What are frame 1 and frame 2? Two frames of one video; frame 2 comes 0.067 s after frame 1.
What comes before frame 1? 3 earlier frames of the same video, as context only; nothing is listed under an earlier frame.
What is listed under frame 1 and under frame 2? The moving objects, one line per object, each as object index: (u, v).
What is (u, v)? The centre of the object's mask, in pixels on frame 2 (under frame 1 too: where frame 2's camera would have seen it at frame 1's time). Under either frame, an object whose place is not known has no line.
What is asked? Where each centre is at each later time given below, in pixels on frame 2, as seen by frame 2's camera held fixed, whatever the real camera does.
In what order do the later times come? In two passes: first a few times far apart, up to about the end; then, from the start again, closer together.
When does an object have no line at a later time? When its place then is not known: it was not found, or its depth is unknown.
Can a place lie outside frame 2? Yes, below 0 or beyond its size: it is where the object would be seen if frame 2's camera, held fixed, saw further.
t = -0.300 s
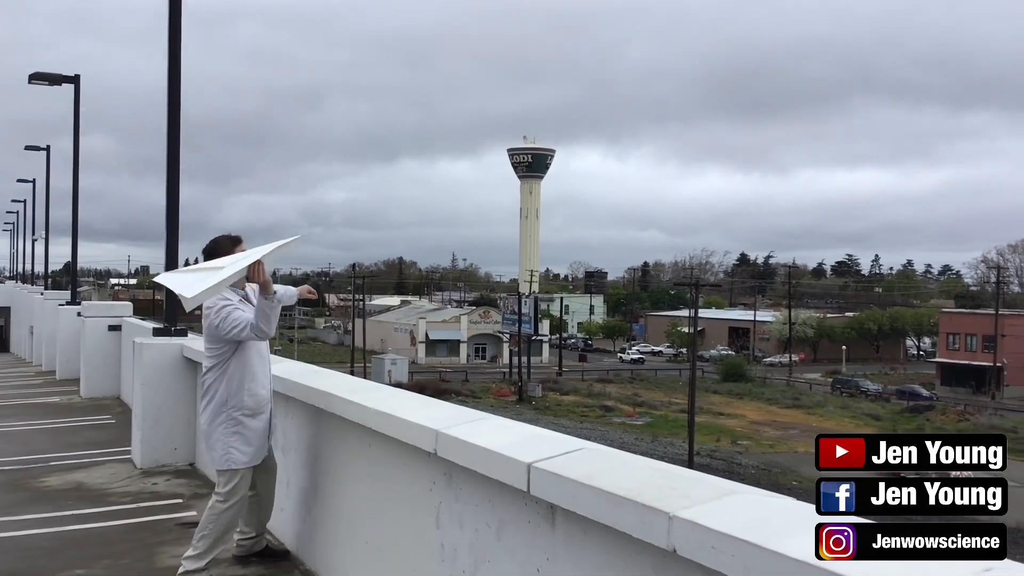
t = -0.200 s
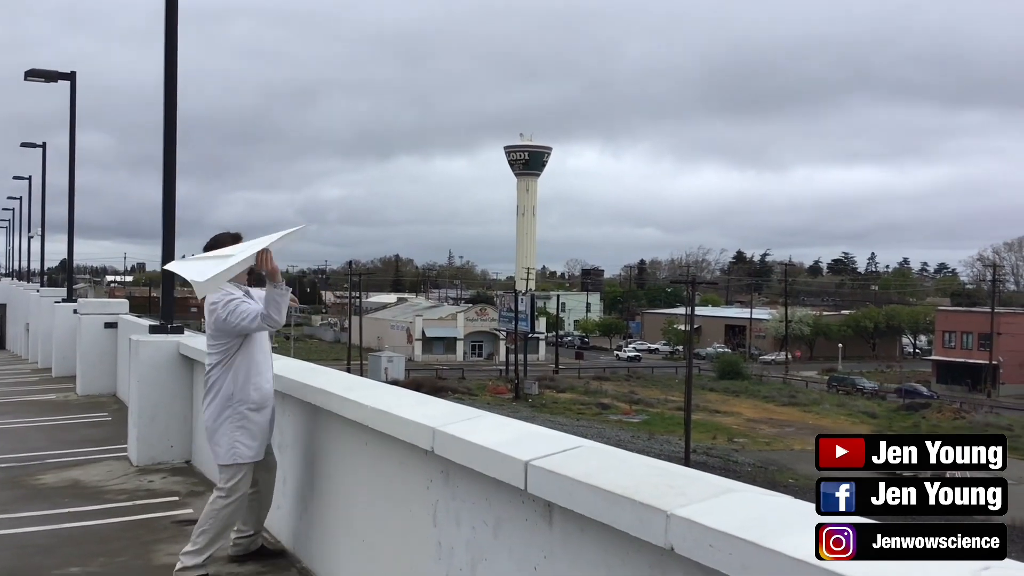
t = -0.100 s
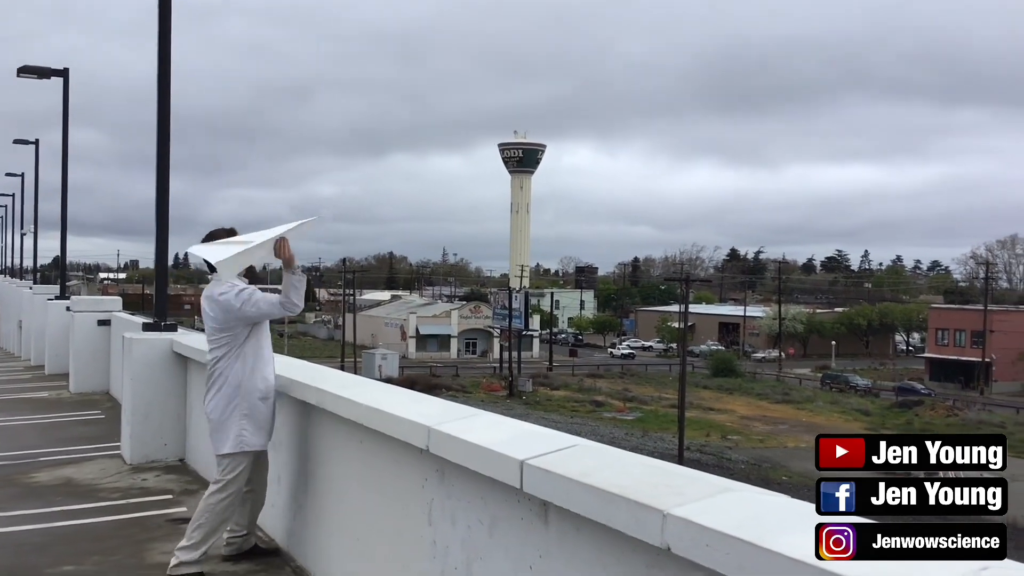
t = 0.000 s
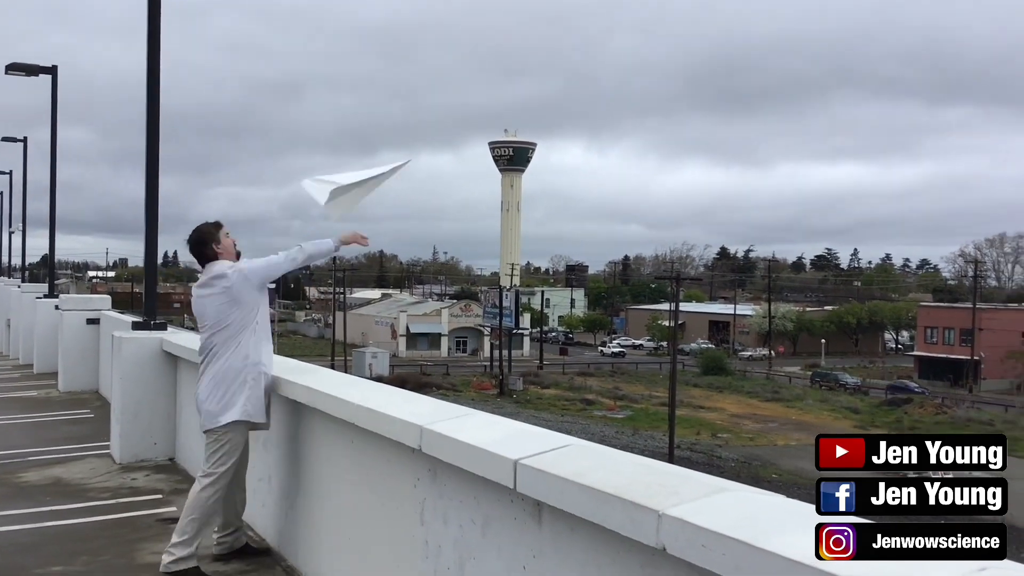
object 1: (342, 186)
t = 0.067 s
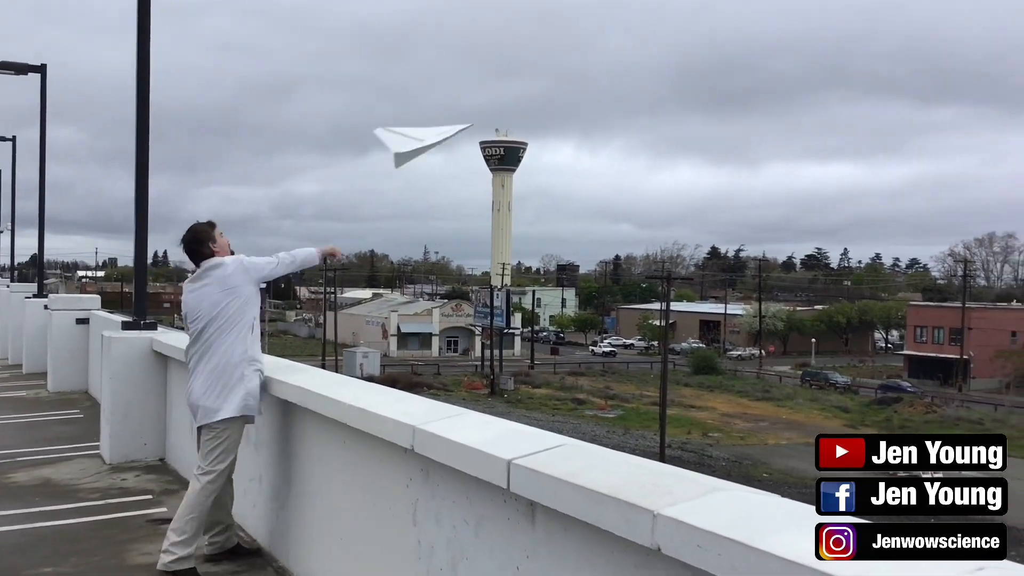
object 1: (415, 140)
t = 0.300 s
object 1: (610, 69)
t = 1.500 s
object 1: (949, 297)
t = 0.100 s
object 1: (449, 120)
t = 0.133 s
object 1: (481, 104)
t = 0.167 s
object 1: (513, 92)
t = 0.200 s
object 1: (541, 83)
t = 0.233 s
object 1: (565, 77)
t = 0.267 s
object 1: (588, 72)
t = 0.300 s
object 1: (610, 69)
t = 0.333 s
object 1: (630, 66)
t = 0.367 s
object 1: (648, 64)
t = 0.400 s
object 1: (666, 62)
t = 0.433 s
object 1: (684, 63)
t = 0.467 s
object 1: (701, 66)
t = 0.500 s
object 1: (717, 67)
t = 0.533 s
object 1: (733, 69)
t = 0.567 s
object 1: (747, 72)
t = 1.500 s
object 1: (949, 297)
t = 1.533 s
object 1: (952, 310)
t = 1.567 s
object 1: (955, 324)
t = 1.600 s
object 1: (957, 338)
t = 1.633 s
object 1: (958, 352)
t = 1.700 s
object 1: (961, 379)
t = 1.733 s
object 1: (962, 394)
